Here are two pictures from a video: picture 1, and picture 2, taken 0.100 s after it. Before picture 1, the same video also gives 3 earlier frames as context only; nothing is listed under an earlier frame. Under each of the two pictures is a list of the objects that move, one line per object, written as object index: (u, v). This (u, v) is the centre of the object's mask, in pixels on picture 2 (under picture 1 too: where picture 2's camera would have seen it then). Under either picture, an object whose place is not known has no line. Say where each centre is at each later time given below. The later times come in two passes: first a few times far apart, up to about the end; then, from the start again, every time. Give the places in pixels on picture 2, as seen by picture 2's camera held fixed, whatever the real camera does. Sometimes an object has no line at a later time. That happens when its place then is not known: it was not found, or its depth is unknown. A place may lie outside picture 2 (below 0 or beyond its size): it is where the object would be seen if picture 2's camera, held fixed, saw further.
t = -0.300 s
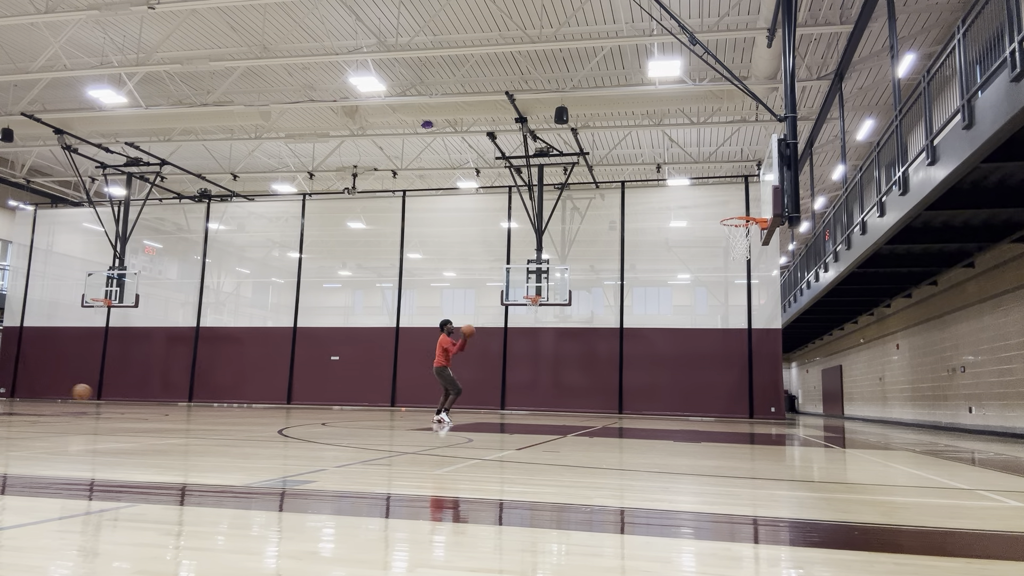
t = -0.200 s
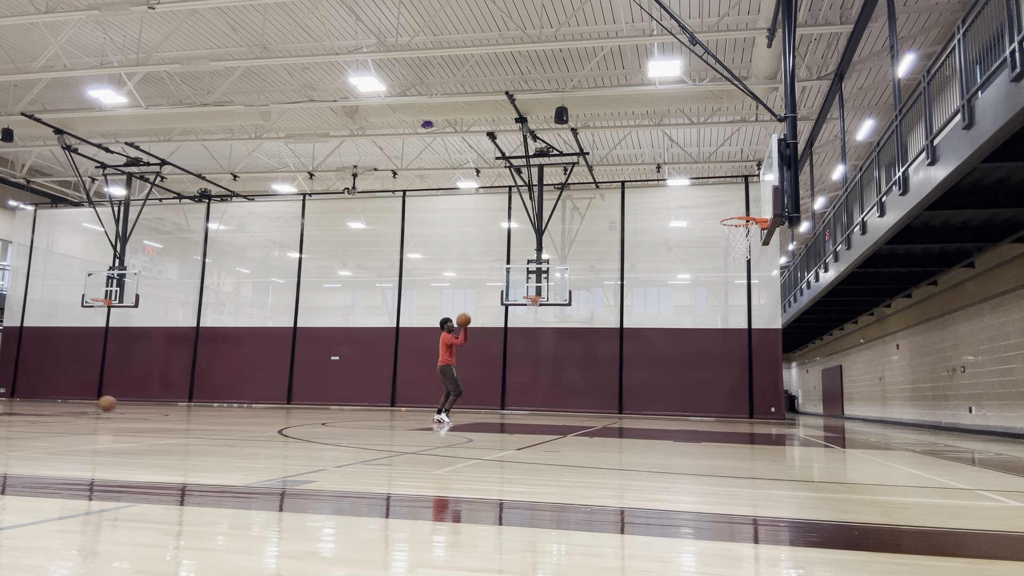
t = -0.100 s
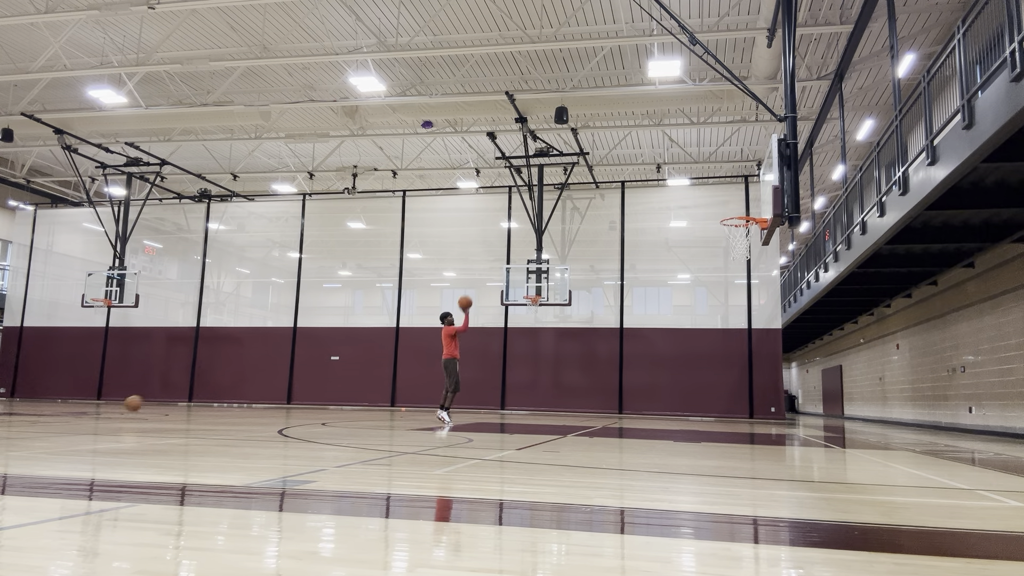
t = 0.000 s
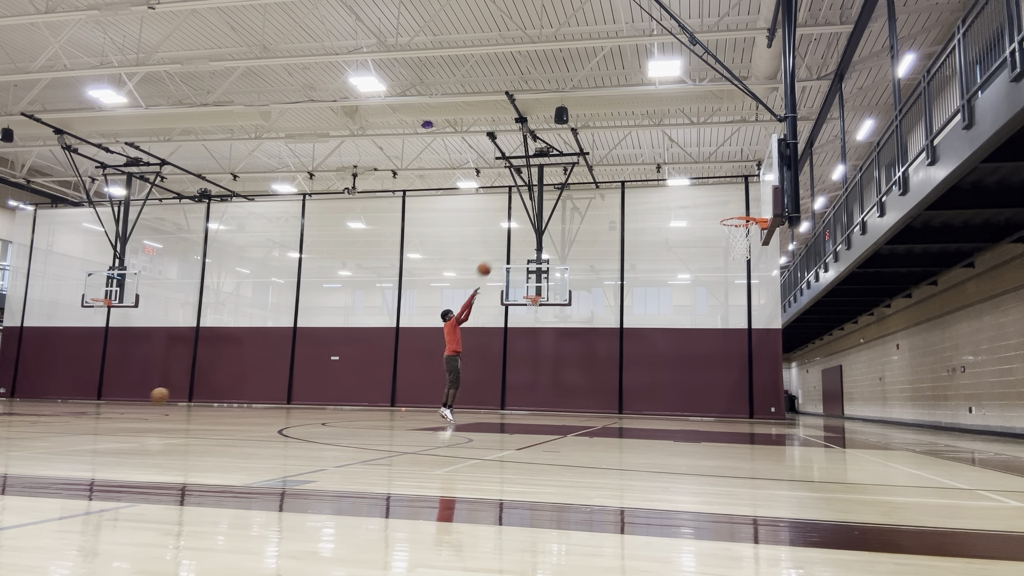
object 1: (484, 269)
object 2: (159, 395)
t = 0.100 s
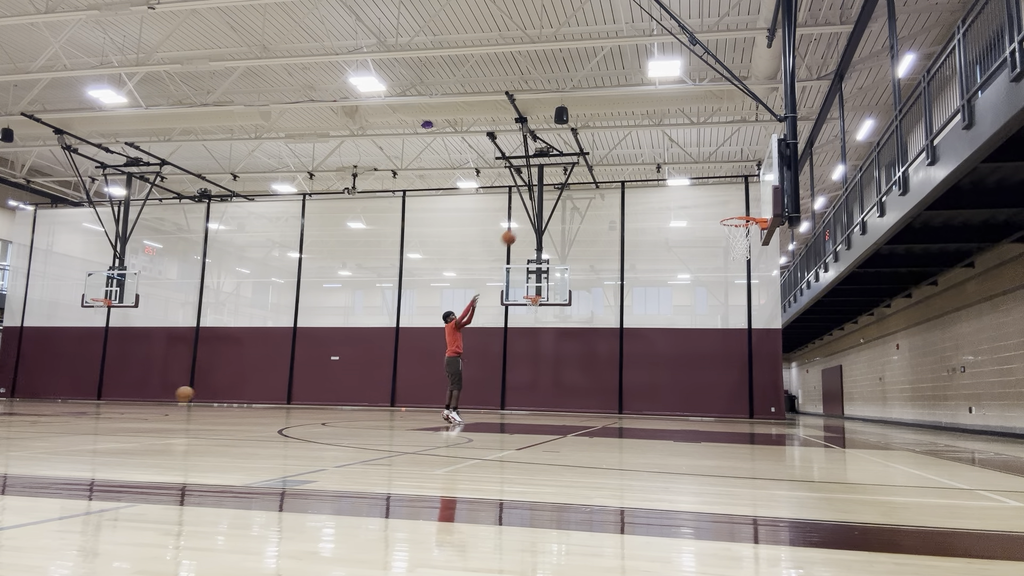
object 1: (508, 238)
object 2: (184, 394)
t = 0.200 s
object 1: (534, 212)
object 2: (208, 398)
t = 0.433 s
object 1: (591, 175)
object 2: (262, 402)
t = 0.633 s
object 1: (643, 168)
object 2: (306, 405)
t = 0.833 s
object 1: (696, 187)
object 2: (347, 404)
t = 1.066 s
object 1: (754, 234)
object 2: (392, 413)
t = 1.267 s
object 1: (758, 261)
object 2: (428, 406)
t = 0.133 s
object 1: (516, 229)
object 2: (192, 394)
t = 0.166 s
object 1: (525, 220)
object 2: (200, 396)
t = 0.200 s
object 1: (534, 212)
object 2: (208, 398)
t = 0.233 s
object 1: (541, 205)
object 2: (216, 401)
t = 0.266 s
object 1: (549, 198)
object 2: (223, 404)
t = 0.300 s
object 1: (558, 192)
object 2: (231, 409)
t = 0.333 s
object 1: (566, 187)
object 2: (238, 411)
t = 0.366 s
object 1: (575, 183)
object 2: (247, 407)
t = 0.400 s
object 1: (583, 178)
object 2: (255, 404)
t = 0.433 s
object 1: (591, 175)
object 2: (262, 402)
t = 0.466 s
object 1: (600, 172)
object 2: (269, 401)
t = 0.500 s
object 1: (608, 170)
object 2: (277, 401)
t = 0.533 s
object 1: (617, 169)
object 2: (284, 401)
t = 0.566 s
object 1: (626, 168)
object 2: (291, 401)
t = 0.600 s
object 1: (634, 168)
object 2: (299, 402)
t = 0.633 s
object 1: (643, 168)
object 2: (306, 405)
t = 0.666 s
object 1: (652, 169)
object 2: (312, 407)
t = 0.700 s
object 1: (660, 172)
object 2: (319, 411)
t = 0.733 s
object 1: (669, 174)
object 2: (326, 410)
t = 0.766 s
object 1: (678, 177)
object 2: (333, 408)
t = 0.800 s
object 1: (688, 182)
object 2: (340, 405)
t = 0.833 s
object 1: (696, 187)
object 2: (347, 404)
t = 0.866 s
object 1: (705, 193)
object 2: (354, 403)
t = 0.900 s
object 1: (715, 199)
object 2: (360, 403)
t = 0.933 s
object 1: (724, 207)
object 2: (367, 404)
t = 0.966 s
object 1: (733, 212)
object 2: (373, 405)
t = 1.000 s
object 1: (743, 224)
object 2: (379, 407)
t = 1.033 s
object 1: (751, 230)
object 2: (386, 409)
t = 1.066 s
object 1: (754, 234)
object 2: (392, 413)
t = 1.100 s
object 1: (756, 240)
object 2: (398, 411)
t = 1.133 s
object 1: (757, 244)
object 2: (404, 408)
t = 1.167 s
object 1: (756, 250)
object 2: (410, 407)
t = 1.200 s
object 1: (757, 252)
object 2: (416, 406)
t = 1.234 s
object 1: (758, 256)
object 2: (423, 406)
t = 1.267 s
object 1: (758, 261)
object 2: (428, 406)
